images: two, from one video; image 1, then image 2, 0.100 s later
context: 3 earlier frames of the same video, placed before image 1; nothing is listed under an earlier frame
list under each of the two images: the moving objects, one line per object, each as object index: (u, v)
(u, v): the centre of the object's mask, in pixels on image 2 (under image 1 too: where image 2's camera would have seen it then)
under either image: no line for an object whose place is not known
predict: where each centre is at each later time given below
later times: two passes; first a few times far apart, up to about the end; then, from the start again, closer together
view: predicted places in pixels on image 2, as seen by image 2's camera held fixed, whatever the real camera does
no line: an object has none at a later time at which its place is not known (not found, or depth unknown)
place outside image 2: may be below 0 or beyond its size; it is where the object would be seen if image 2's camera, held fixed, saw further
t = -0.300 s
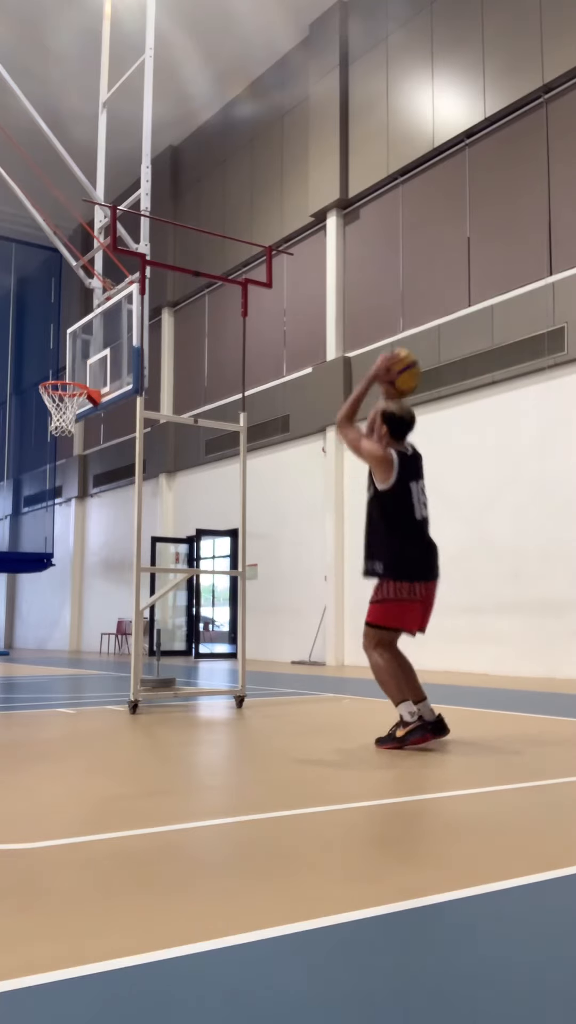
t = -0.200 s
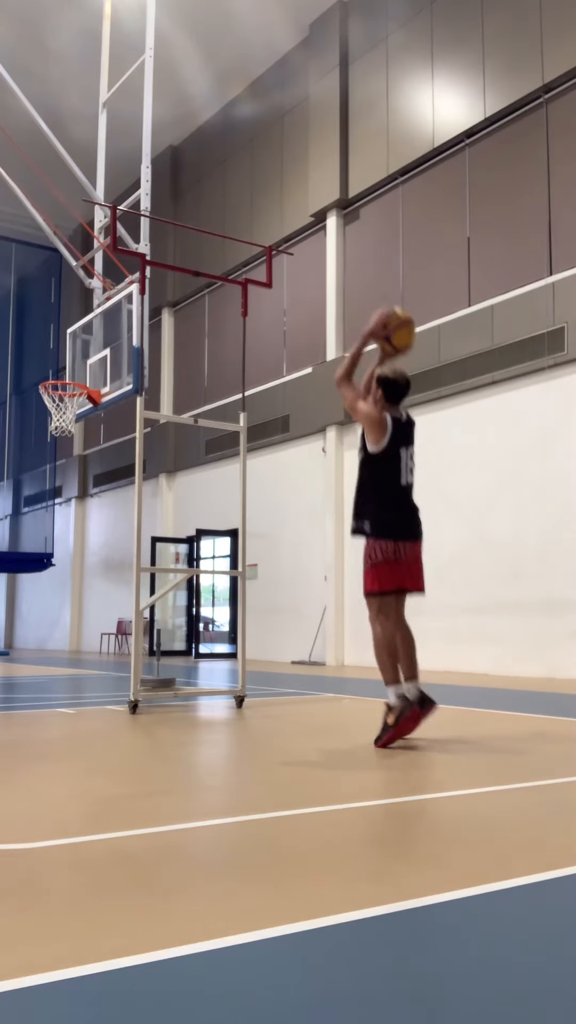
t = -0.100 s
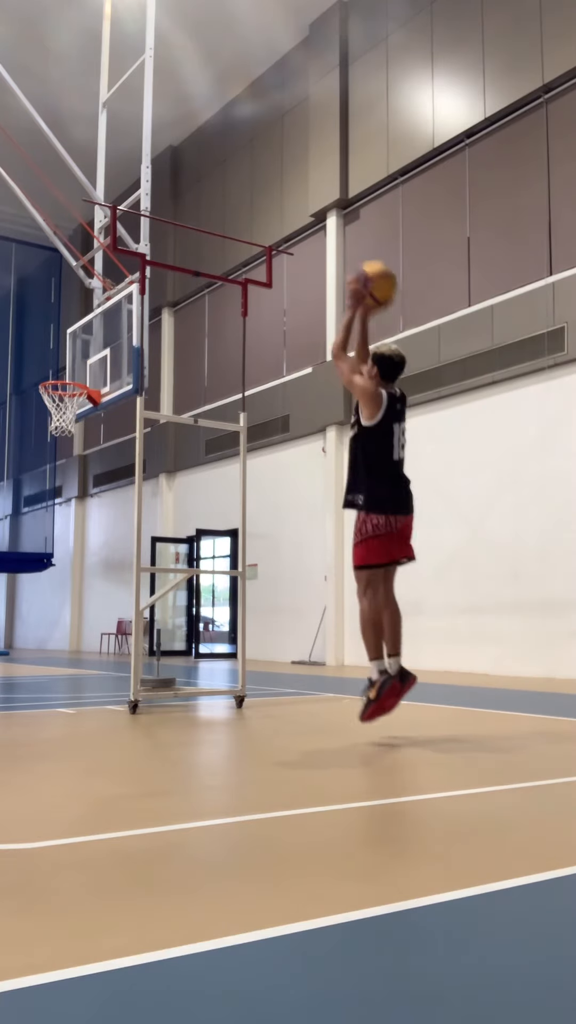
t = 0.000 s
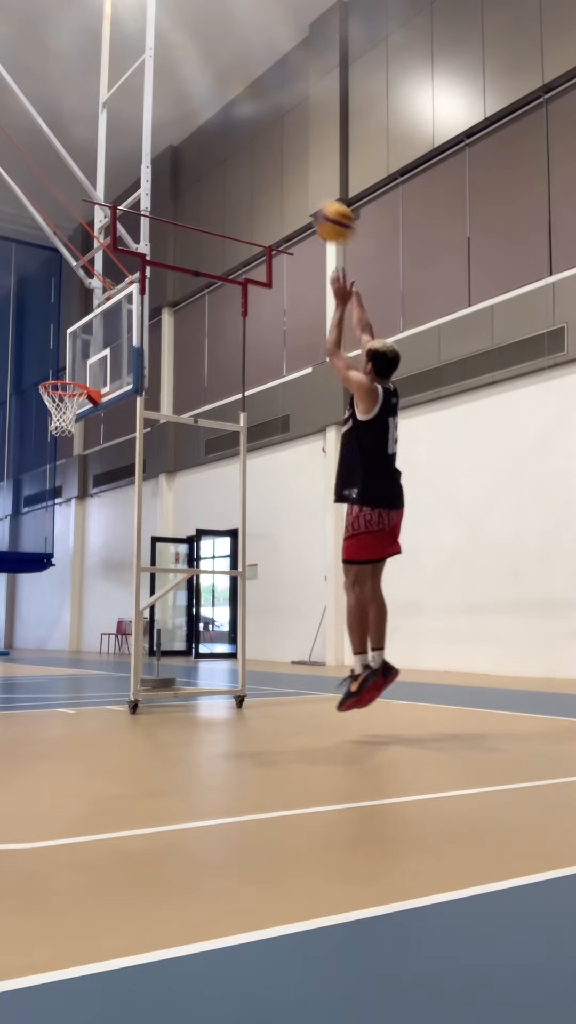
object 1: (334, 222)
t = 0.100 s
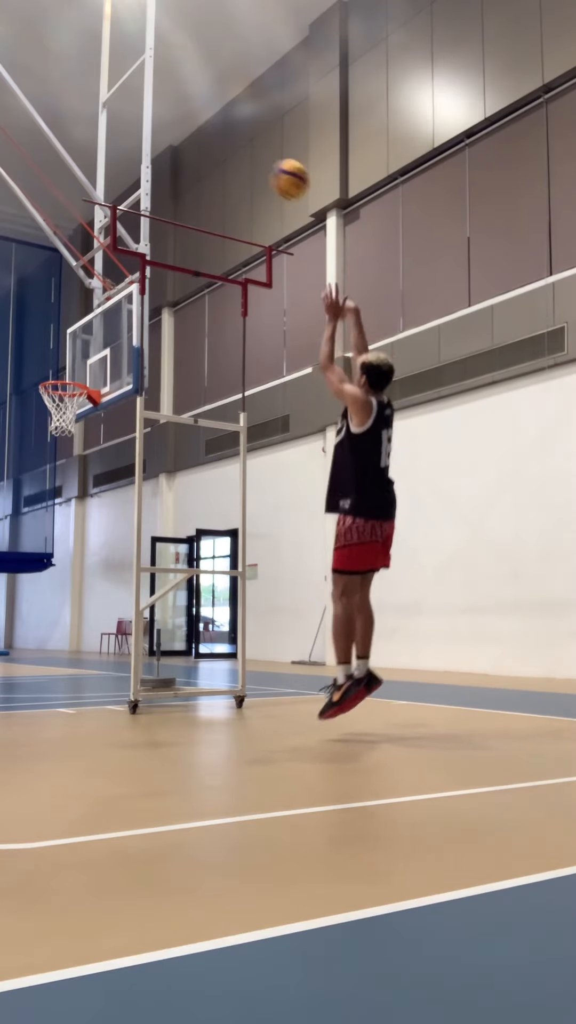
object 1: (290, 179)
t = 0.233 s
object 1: (240, 152)
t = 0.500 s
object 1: (166, 170)
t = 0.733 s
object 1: (117, 237)
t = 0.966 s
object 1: (74, 346)
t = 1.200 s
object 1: (55, 415)
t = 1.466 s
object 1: (58, 449)
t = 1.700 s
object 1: (60, 533)
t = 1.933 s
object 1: (59, 664)
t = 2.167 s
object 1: (73, 574)
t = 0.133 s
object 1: (277, 169)
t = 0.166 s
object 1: (264, 162)
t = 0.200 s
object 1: (252, 156)
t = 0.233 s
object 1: (240, 152)
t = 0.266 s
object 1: (231, 150)
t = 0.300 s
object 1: (219, 149)
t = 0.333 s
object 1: (210, 150)
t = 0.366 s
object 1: (200, 151)
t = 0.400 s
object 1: (191, 154)
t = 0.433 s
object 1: (182, 158)
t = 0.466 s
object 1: (174, 164)
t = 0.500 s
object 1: (166, 170)
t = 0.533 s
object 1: (158, 177)
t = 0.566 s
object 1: (151, 185)
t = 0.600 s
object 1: (143, 195)
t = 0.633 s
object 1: (136, 204)
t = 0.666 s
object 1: (129, 215)
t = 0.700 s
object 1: (125, 227)
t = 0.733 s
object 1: (117, 237)
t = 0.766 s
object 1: (109, 255)
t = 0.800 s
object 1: (104, 268)
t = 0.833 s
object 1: (97, 282)
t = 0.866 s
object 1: (90, 298)
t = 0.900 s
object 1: (85, 312)
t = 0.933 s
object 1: (80, 329)
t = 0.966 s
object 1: (74, 346)
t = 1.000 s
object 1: (69, 363)
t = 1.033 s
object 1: (62, 382)
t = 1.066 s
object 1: (59, 397)
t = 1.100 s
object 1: (55, 410)
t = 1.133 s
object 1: (54, 415)
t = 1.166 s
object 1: (55, 416)
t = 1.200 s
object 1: (55, 415)
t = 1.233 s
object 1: (56, 415)
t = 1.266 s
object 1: (56, 417)
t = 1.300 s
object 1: (57, 420)
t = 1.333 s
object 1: (57, 424)
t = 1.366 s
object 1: (57, 429)
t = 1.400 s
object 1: (58, 435)
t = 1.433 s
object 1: (58, 442)
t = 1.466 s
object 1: (58, 449)
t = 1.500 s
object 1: (59, 458)
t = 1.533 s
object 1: (59, 469)
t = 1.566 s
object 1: (59, 480)
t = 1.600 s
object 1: (59, 491)
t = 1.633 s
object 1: (59, 504)
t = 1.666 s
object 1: (60, 518)
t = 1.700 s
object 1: (60, 533)
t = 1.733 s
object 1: (60, 549)
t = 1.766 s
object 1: (60, 566)
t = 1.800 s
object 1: (59, 583)
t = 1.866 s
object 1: (59, 623)
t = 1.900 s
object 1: (58, 643)
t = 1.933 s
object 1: (59, 664)
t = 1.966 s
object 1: (60, 663)
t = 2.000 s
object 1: (61, 647)
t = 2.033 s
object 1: (64, 629)
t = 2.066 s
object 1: (67, 614)
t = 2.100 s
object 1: (69, 599)
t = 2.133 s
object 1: (71, 586)
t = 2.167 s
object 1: (73, 574)
